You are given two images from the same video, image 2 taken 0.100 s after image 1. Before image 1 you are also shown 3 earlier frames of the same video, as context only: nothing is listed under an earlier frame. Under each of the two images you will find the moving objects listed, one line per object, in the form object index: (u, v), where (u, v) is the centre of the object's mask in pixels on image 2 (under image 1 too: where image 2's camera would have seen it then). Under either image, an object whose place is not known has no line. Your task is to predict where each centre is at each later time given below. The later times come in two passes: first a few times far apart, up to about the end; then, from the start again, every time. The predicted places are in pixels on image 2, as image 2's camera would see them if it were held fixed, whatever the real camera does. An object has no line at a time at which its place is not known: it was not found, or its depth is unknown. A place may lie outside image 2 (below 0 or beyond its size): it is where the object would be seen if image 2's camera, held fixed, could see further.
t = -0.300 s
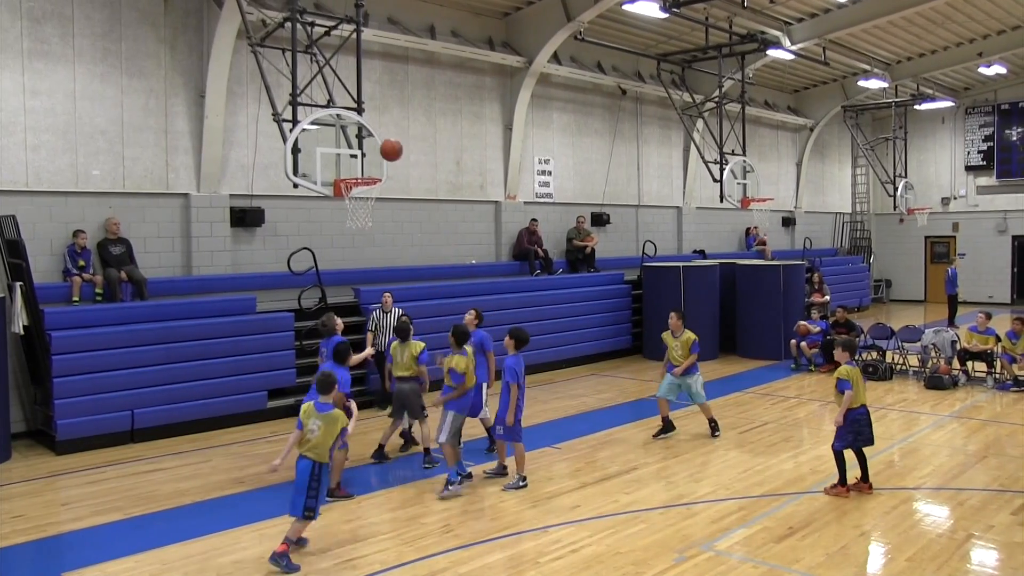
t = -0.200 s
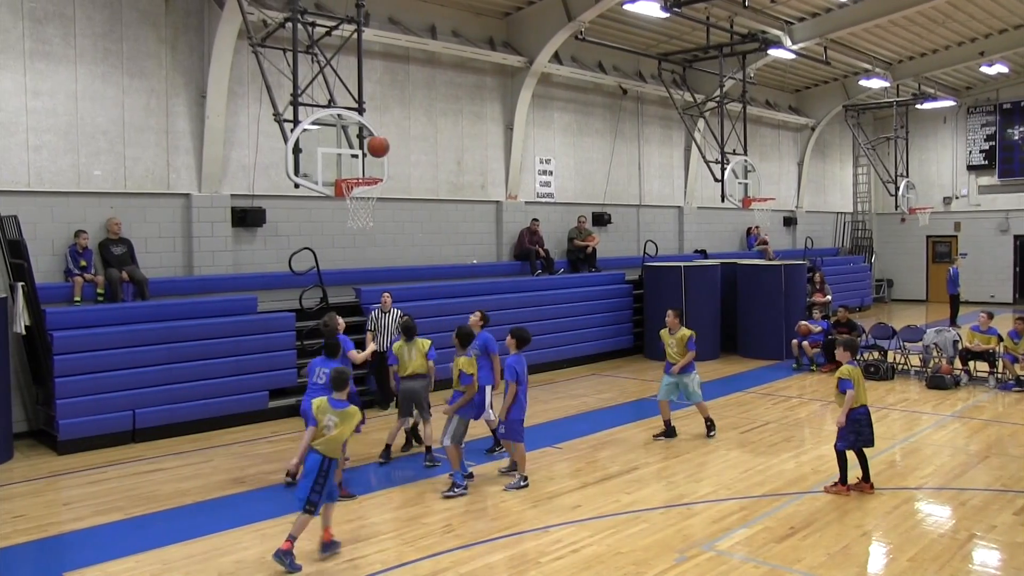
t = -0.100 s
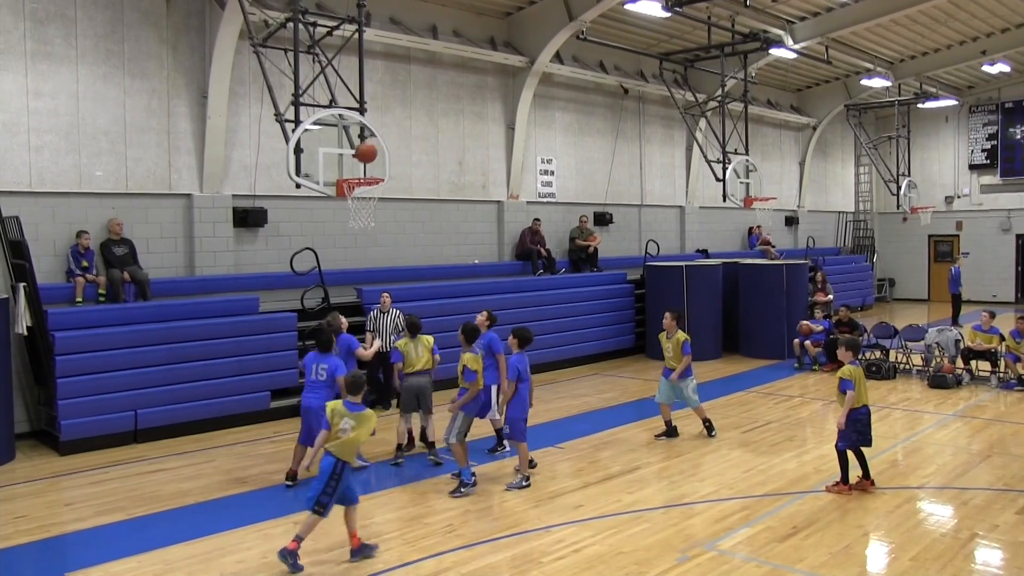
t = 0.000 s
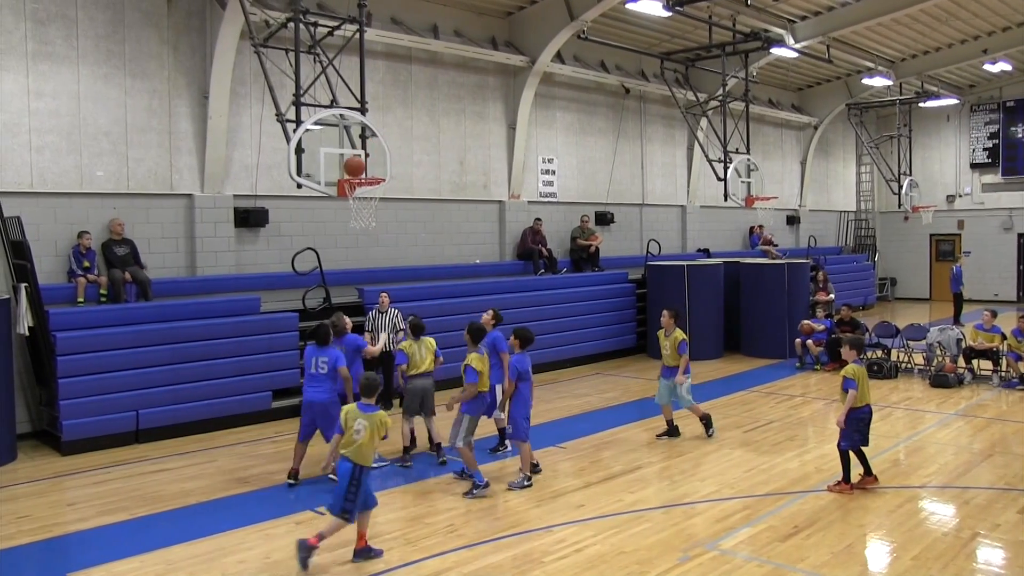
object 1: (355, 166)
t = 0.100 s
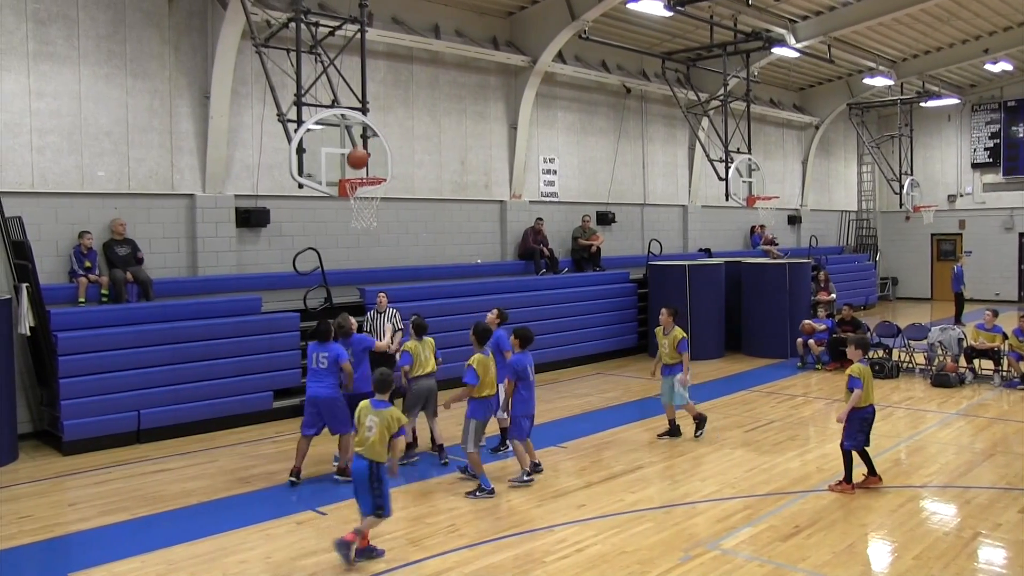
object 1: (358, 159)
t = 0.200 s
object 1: (365, 147)
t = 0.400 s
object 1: (380, 147)
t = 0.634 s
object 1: (404, 174)
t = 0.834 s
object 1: (432, 208)
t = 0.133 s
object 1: (360, 154)
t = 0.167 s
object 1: (362, 150)
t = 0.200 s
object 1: (365, 147)
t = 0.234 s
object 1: (367, 144)
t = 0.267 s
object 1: (370, 143)
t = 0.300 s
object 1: (373, 143)
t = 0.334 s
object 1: (375, 143)
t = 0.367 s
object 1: (377, 145)
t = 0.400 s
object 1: (380, 147)
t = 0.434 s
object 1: (383, 151)
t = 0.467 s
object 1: (386, 156)
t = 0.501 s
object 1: (389, 161)
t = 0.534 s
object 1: (392, 168)
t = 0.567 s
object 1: (395, 171)
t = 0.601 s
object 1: (400, 172)
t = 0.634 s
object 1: (404, 174)
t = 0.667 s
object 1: (409, 177)
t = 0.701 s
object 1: (414, 181)
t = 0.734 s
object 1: (419, 186)
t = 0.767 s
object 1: (423, 192)
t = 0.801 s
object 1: (428, 199)
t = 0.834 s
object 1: (432, 208)
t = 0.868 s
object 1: (438, 216)
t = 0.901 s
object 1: (442, 226)
